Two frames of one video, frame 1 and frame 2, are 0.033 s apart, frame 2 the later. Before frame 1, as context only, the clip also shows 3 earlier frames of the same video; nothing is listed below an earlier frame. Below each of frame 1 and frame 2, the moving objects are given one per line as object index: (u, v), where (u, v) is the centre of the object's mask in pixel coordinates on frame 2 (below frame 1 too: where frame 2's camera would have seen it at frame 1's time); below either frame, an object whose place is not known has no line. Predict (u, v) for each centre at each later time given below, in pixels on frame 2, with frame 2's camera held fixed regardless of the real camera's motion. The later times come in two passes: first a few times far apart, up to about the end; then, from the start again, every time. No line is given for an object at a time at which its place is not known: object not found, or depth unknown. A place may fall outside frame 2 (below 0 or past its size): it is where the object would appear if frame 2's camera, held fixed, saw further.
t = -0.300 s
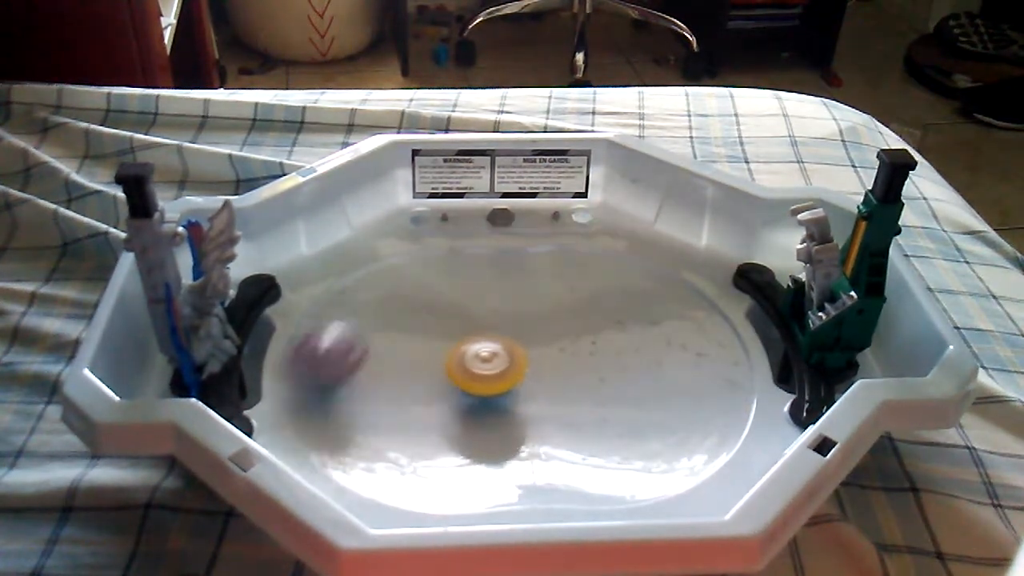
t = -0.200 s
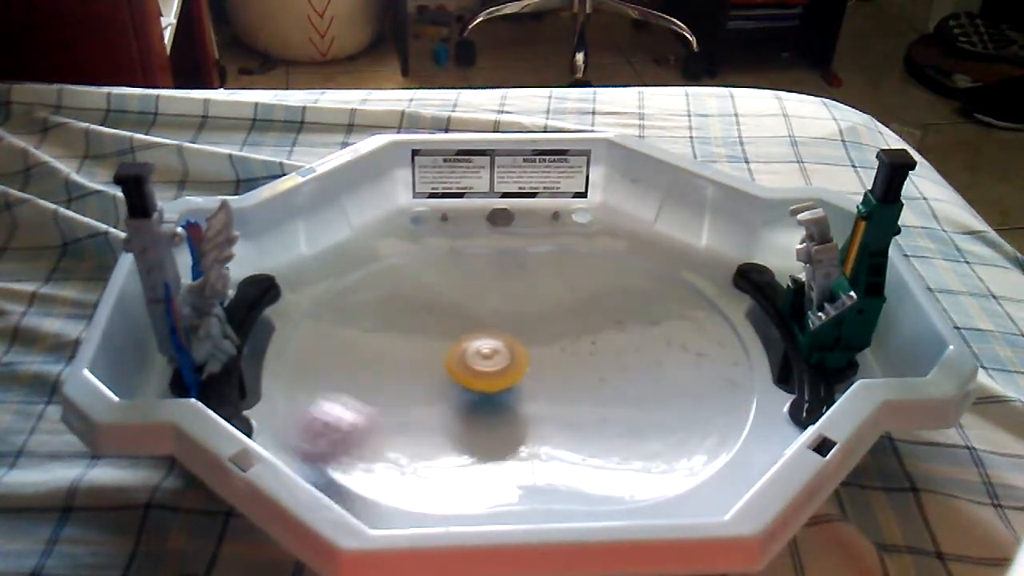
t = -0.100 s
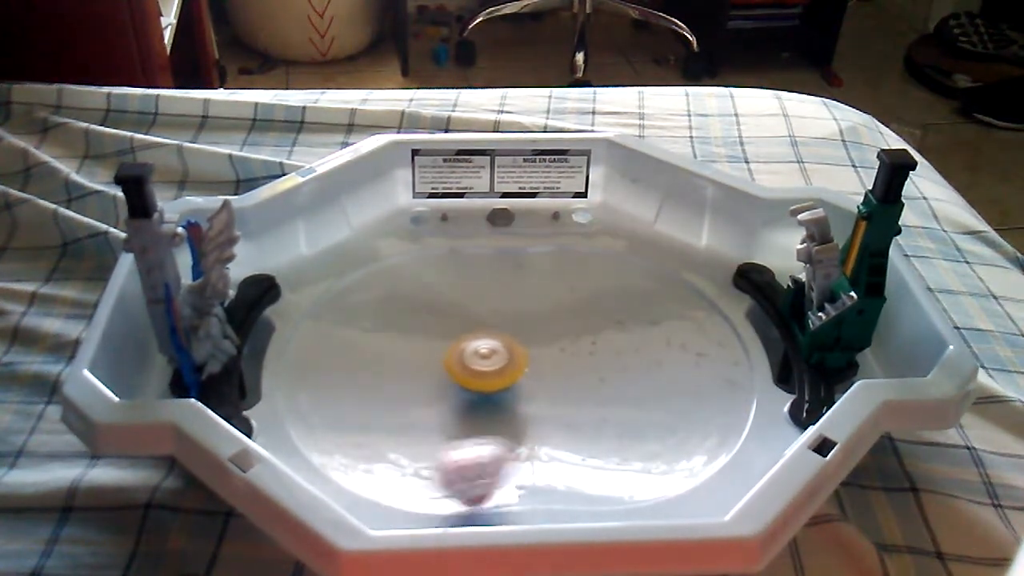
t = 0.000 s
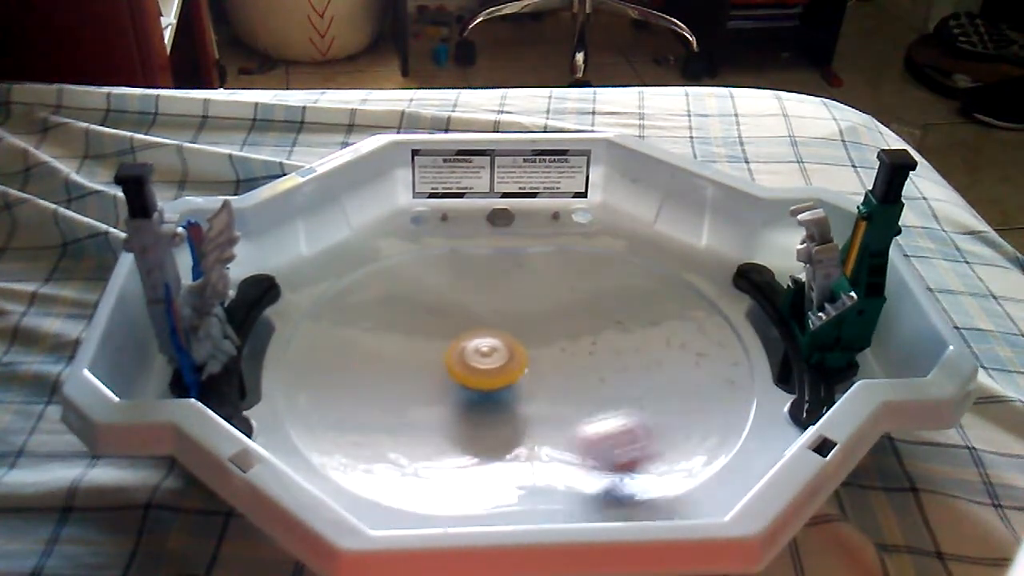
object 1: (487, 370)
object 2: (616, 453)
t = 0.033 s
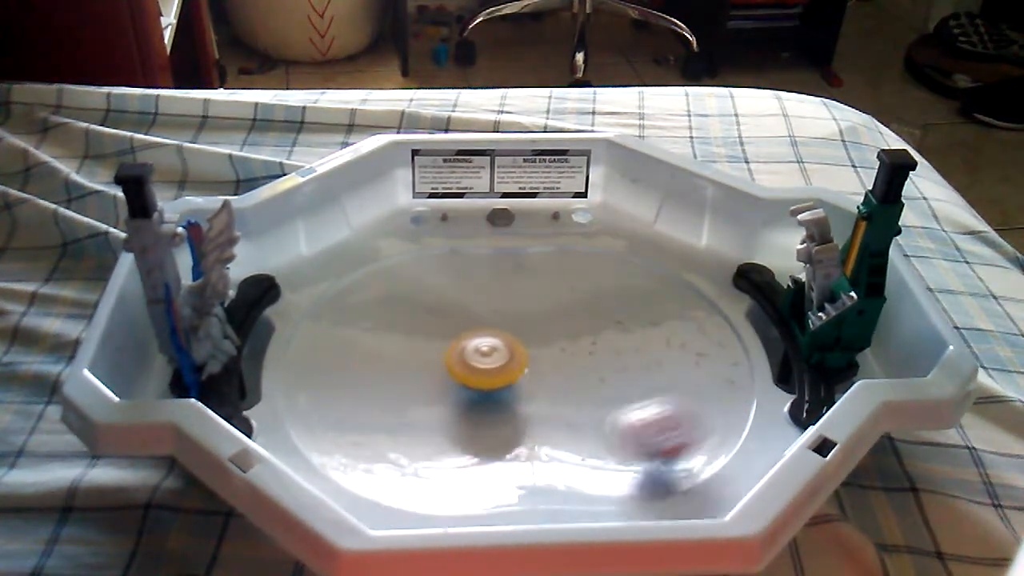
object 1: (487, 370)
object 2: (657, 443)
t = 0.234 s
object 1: (488, 377)
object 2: (719, 324)
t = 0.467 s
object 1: (494, 379)
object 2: (468, 296)
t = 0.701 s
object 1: (501, 382)
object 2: (310, 408)
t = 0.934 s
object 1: (510, 383)
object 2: (579, 456)
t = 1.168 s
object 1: (510, 384)
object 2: (659, 344)
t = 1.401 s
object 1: (497, 382)
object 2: (427, 270)
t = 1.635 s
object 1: (495, 380)
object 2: (295, 379)
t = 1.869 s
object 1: (494, 381)
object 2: (499, 453)
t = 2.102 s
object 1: (490, 378)
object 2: (622, 342)
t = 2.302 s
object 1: (489, 375)
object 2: (499, 248)
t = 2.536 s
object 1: (488, 374)
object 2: (303, 305)
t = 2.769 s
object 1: (486, 373)
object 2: (396, 444)
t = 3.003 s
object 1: (486, 372)
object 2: (656, 406)
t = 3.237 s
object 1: (487, 374)
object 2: (653, 283)
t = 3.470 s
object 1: (489, 378)
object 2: (455, 258)
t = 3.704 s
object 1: (491, 382)
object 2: (350, 378)
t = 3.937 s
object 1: (493, 378)
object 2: (522, 464)
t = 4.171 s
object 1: (496, 379)
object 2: (722, 409)
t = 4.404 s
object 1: (495, 379)
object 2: (619, 298)
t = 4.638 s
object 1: (493, 378)
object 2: (412, 304)
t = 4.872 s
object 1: (492, 377)
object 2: (299, 393)
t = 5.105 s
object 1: (491, 376)
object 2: (477, 465)
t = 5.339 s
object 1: (489, 376)
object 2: (627, 392)
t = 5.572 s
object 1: (488, 373)
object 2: (527, 292)
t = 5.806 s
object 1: (486, 370)
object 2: (353, 287)
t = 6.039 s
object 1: (486, 370)
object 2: (316, 393)
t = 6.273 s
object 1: (486, 372)
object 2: (508, 442)
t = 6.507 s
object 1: (493, 382)
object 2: (663, 370)
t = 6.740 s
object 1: (499, 382)
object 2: (601, 274)
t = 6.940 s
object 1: (501, 383)
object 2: (462, 283)
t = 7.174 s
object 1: (500, 383)
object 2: (368, 372)
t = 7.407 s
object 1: (496, 380)
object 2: (474, 457)
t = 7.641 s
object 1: (492, 378)
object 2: (659, 431)
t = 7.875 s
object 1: (490, 374)
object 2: (633, 338)
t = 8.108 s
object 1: (487, 374)
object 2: (479, 300)
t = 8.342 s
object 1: (487, 371)
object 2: (336, 338)
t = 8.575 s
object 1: (486, 371)
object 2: (341, 433)
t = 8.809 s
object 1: (486, 370)
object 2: (524, 437)
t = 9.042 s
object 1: (487, 373)
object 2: (614, 360)
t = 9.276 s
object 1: (491, 378)
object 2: (539, 278)
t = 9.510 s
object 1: (498, 380)
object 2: (405, 295)
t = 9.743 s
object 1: (501, 382)
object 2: (377, 387)
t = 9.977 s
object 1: (496, 375)
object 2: (505, 441)
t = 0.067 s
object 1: (487, 370)
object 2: (690, 429)
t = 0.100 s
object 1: (487, 370)
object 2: (716, 412)
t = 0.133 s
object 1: (488, 371)
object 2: (734, 389)
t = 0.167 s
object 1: (488, 373)
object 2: (738, 368)
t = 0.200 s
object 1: (488, 374)
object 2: (733, 351)
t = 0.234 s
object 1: (488, 377)
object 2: (719, 324)
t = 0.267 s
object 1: (489, 377)
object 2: (693, 316)
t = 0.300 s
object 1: (489, 378)
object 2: (661, 304)
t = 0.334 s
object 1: (490, 378)
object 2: (627, 293)
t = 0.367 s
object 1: (491, 379)
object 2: (589, 286)
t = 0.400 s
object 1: (492, 378)
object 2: (548, 285)
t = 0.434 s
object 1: (493, 379)
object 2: (511, 282)
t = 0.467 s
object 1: (494, 379)
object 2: (468, 296)
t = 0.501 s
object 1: (495, 383)
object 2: (427, 300)
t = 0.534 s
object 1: (496, 380)
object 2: (389, 320)
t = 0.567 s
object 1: (498, 380)
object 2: (353, 331)
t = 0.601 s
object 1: (498, 381)
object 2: (323, 342)
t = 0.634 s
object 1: (499, 381)
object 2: (296, 367)
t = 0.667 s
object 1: (500, 381)
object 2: (288, 386)
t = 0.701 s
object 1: (501, 382)
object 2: (310, 408)
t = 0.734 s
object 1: (502, 383)
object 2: (334, 434)
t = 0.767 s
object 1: (504, 384)
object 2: (357, 453)
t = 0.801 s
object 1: (505, 384)
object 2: (403, 465)
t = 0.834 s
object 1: (507, 384)
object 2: (455, 469)
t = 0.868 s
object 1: (508, 383)
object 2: (500, 468)
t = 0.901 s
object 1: (509, 382)
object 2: (533, 463)
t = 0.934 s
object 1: (510, 383)
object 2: (579, 456)
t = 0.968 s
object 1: (511, 384)
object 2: (622, 450)
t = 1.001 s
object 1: (511, 384)
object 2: (652, 445)
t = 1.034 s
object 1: (512, 384)
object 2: (672, 423)
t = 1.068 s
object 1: (512, 384)
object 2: (685, 403)
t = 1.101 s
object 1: (512, 379)
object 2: (687, 380)
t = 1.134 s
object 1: (511, 384)
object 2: (677, 359)
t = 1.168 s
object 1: (510, 384)
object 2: (659, 344)
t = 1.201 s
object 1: (508, 384)
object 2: (636, 330)
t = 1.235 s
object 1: (506, 379)
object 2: (607, 312)
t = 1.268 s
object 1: (504, 384)
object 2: (577, 291)
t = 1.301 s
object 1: (503, 384)
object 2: (541, 280)
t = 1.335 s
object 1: (501, 383)
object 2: (505, 270)
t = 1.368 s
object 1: (498, 381)
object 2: (466, 265)
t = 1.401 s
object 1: (497, 382)
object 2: (427, 270)
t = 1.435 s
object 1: (495, 381)
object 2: (392, 264)
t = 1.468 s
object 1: (495, 380)
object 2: (350, 273)
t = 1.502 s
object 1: (495, 380)
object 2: (325, 276)
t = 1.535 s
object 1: (495, 380)
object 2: (310, 301)
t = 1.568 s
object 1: (495, 380)
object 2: (292, 322)
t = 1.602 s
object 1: (495, 380)
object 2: (289, 357)
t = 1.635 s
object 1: (495, 380)
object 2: (295, 379)
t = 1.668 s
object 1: (495, 380)
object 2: (303, 400)
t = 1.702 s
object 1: (495, 380)
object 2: (316, 422)
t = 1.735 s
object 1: (495, 380)
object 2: (343, 442)
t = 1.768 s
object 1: (494, 381)
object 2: (375, 458)
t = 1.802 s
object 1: (494, 381)
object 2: (417, 465)
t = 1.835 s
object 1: (494, 380)
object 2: (463, 462)
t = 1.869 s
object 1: (494, 381)
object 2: (499, 453)
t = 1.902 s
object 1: (492, 381)
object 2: (530, 444)
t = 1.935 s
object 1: (492, 381)
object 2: (567, 430)
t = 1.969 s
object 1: (492, 379)
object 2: (594, 422)
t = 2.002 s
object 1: (491, 379)
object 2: (614, 399)
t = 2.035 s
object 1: (491, 379)
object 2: (626, 379)
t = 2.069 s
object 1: (490, 378)
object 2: (627, 366)
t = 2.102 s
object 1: (490, 378)
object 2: (622, 342)
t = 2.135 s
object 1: (490, 377)
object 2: (613, 321)
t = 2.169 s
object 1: (490, 376)
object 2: (597, 305)
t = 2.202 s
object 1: (489, 376)
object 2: (576, 279)
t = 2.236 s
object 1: (489, 376)
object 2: (552, 268)
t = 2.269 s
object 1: (489, 376)
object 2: (527, 257)
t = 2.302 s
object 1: (489, 375)
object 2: (499, 248)
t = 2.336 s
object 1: (489, 375)
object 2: (464, 241)
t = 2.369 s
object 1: (488, 375)
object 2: (433, 236)
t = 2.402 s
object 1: (488, 374)
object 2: (398, 245)
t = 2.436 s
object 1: (488, 374)
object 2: (368, 254)
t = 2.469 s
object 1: (488, 374)
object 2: (342, 269)
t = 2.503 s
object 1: (488, 374)
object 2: (320, 285)
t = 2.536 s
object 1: (488, 374)
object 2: (303, 305)
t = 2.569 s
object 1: (487, 373)
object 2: (291, 323)
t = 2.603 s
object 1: (486, 373)
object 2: (289, 348)
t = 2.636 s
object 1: (486, 375)
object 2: (292, 373)
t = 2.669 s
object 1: (487, 375)
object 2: (309, 396)
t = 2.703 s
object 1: (487, 375)
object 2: (329, 416)
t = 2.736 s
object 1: (486, 375)
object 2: (357, 432)
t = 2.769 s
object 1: (486, 373)
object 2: (396, 444)
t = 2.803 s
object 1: (486, 372)
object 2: (438, 451)
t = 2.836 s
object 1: (486, 372)
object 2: (479, 449)
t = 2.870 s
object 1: (486, 372)
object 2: (512, 445)
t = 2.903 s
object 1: (486, 372)
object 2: (559, 440)
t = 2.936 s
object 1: (486, 371)
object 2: (599, 431)
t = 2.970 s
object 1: (486, 372)
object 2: (629, 425)
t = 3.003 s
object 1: (486, 372)
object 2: (656, 406)
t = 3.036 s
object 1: (486, 371)
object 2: (673, 389)
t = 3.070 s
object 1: (486, 372)
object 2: (685, 370)
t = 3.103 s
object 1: (486, 372)
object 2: (689, 351)
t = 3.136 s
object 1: (486, 373)
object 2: (687, 332)
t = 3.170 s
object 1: (486, 373)
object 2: (681, 317)
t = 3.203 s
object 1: (487, 374)
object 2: (668, 292)
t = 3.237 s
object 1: (487, 374)
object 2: (653, 283)
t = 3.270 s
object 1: (487, 375)
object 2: (631, 263)
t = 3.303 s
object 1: (487, 375)
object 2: (604, 251)
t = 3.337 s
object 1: (487, 375)
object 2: (577, 245)
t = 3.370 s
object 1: (488, 376)
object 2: (546, 236)
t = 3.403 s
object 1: (488, 377)
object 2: (518, 248)
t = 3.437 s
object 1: (489, 377)
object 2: (487, 256)
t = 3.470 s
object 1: (489, 378)
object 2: (455, 258)
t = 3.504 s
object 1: (489, 378)
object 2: (424, 269)
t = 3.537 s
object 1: (489, 378)
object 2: (398, 285)
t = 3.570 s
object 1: (489, 378)
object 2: (379, 296)
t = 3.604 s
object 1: (490, 379)
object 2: (363, 315)
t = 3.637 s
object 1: (490, 380)
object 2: (354, 334)
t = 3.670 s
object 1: (491, 381)
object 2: (348, 355)
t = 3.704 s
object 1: (491, 382)
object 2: (350, 378)
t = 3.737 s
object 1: (492, 382)
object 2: (358, 397)
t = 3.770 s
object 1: (492, 382)
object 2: (373, 418)
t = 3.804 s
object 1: (492, 383)
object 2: (392, 438)
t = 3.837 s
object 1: (493, 383)
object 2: (418, 453)
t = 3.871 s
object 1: (493, 379)
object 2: (454, 462)
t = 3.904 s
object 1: (494, 383)
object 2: (491, 464)
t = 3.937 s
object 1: (493, 378)
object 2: (522, 464)
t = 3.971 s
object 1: (494, 378)
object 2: (558, 466)
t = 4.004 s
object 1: (494, 378)
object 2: (600, 462)
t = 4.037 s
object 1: (495, 379)
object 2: (636, 457)
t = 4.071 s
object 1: (495, 379)
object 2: (671, 450)
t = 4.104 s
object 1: (495, 380)
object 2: (693, 440)
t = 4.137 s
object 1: (495, 380)
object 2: (713, 422)
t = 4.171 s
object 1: (496, 379)
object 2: (722, 409)
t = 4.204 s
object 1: (496, 380)
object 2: (723, 394)
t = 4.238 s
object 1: (496, 380)
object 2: (721, 370)
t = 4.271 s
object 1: (496, 380)
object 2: (708, 345)
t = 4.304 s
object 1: (496, 380)
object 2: (688, 334)
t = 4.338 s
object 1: (496, 380)
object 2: (669, 320)
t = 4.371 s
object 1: (496, 380)
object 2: (644, 310)
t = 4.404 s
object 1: (495, 379)
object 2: (619, 298)
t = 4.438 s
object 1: (495, 379)
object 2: (590, 295)
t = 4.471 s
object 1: (495, 379)
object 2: (559, 286)
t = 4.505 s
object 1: (495, 379)
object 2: (529, 282)
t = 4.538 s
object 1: (494, 378)
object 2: (502, 281)
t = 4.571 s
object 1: (493, 378)
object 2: (471, 287)
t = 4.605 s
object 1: (493, 378)
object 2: (440, 295)
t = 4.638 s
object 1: (493, 378)
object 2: (412, 304)
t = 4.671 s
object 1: (493, 377)
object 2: (389, 306)
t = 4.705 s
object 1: (493, 377)
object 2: (363, 322)
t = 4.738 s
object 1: (492, 377)
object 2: (342, 333)
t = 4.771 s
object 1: (492, 377)
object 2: (326, 348)
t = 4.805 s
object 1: (492, 377)
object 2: (310, 365)
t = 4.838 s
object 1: (492, 377)
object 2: (303, 379)
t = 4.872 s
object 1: (492, 377)
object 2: (299, 393)
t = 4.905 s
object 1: (492, 377)
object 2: (303, 408)
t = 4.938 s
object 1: (492, 377)
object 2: (323, 425)
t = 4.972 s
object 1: (492, 377)
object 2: (347, 441)
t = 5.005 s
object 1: (491, 377)
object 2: (374, 456)
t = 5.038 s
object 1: (492, 377)
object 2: (405, 466)
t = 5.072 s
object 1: (491, 377)
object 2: (441, 468)
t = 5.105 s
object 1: (491, 376)
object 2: (477, 465)
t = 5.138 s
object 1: (491, 380)
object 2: (505, 458)
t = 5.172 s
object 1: (491, 379)
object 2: (536, 450)
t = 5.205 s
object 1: (491, 379)
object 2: (567, 443)
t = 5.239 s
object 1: (491, 379)
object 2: (596, 432)
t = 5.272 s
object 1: (490, 377)
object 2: (613, 421)
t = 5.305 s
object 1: (489, 377)
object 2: (622, 409)
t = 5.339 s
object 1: (489, 376)
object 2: (627, 392)
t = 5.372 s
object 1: (489, 376)
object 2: (623, 374)
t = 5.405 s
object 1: (489, 375)
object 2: (615, 356)
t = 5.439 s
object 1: (489, 375)
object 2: (603, 343)
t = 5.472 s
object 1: (489, 374)
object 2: (588, 327)
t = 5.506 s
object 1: (488, 374)
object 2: (571, 312)
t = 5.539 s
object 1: (488, 374)
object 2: (549, 296)
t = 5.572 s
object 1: (488, 373)
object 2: (527, 292)
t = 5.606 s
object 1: (488, 373)
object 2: (502, 285)
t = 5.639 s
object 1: (487, 372)
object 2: (478, 280)
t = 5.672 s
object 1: (487, 371)
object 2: (453, 277)
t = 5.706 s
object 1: (486, 371)
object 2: (424, 275)
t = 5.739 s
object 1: (486, 371)
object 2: (398, 272)
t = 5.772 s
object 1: (486, 371)
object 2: (375, 280)
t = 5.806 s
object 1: (486, 370)
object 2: (353, 287)
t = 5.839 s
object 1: (486, 370)
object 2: (332, 301)
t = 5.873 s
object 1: (486, 370)
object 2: (317, 309)
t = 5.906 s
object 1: (486, 369)
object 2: (308, 320)
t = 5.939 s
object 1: (486, 370)
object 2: (302, 335)
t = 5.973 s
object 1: (486, 370)
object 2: (298, 361)
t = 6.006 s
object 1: (486, 370)
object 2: (304, 376)
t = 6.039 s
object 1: (486, 370)
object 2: (316, 393)
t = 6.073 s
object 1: (486, 370)
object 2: (333, 411)
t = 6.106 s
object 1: (486, 370)
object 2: (357, 423)
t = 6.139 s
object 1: (486, 371)
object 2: (383, 435)
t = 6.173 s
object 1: (486, 372)
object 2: (414, 443)
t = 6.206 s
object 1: (487, 372)
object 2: (450, 447)
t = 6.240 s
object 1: (486, 371)
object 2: (480, 445)
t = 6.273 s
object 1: (486, 372)
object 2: (508, 442)
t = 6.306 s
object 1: (486, 375)
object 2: (540, 437)
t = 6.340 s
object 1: (488, 377)
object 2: (574, 431)
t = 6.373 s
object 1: (489, 378)
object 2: (601, 423)
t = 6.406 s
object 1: (489, 380)
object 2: (625, 415)
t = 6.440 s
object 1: (490, 381)
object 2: (641, 402)
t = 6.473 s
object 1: (491, 381)
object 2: (655, 386)
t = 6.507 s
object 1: (493, 382)
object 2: (663, 370)
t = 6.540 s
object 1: (494, 383)
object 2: (666, 352)
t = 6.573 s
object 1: (495, 381)
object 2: (665, 338)
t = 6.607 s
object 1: (495, 381)
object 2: (658, 326)
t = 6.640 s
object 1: (497, 381)
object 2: (651, 314)
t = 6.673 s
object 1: (498, 382)
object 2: (640, 302)
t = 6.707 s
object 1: (498, 382)
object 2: (622, 289)
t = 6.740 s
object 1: (499, 382)
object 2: (601, 274)
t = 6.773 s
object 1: (499, 382)
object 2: (580, 266)
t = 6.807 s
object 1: (500, 382)
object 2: (558, 268)
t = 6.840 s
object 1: (500, 383)
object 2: (534, 264)
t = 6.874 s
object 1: (501, 383)
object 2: (511, 271)
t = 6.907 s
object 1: (501, 384)
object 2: (487, 271)
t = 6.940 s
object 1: (501, 383)
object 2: (462, 283)
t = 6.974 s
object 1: (501, 383)
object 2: (439, 289)
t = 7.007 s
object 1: (501, 383)
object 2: (417, 298)
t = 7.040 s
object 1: (501, 383)
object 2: (400, 309)
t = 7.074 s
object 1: (501, 383)
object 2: (387, 324)
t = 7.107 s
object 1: (501, 383)
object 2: (376, 339)
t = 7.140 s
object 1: (501, 383)
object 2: (370, 355)
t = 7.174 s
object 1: (500, 383)
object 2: (368, 372)
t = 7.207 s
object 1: (499, 382)
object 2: (369, 390)
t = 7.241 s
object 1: (498, 382)
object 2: (375, 400)
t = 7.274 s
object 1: (497, 382)
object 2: (385, 417)
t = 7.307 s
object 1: (496, 382)
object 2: (400, 430)
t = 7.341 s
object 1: (496, 382)
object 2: (423, 443)
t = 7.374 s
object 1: (496, 381)
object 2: (445, 453)
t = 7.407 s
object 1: (496, 380)
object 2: (474, 457)
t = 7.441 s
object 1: (496, 382)
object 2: (499, 456)
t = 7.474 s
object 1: (494, 382)
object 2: (524, 457)
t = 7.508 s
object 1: (494, 379)
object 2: (556, 457)
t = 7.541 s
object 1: (494, 379)
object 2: (588, 455)
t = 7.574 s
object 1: (493, 378)
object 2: (618, 450)
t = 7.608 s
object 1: (493, 379)
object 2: (639, 443)
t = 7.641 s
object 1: (492, 378)
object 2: (659, 431)
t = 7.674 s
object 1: (492, 378)
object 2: (670, 417)
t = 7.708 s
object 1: (491, 378)
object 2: (677, 400)
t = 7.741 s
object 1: (490, 376)
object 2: (677, 385)
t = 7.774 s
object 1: (490, 376)
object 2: (672, 368)
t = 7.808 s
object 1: (490, 375)
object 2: (663, 357)
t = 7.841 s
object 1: (490, 375)
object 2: (647, 343)
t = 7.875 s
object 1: (490, 374)
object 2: (633, 338)
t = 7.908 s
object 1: (489, 373)
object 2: (615, 328)
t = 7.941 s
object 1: (488, 376)
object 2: (595, 320)
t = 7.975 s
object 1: (488, 376)
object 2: (573, 314)
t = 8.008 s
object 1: (488, 375)
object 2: (552, 309)
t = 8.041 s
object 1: (488, 375)
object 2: (527, 304)
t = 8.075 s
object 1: (488, 374)
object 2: (505, 301)
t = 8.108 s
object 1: (487, 374)
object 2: (479, 300)
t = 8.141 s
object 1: (487, 373)
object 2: (456, 299)
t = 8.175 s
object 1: (487, 372)
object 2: (432, 303)
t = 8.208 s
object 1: (486, 373)
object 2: (409, 307)
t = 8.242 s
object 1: (487, 372)
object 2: (387, 313)
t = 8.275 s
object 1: (487, 372)
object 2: (368, 319)
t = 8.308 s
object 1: (487, 372)
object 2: (350, 329)
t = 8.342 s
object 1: (487, 371)
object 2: (336, 338)
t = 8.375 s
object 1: (487, 371)
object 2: (324, 351)
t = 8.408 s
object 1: (487, 371)
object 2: (316, 365)
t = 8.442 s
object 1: (487, 371)
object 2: (310, 380)
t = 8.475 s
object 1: (486, 371)
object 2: (311, 393)
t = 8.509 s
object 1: (486, 371)
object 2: (315, 406)
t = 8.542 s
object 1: (486, 371)
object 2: (327, 419)
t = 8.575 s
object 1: (486, 371)
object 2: (341, 433)
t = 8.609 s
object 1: (486, 371)
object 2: (363, 446)
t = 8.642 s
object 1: (486, 371)
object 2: (390, 450)
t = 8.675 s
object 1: (486, 371)
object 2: (419, 455)
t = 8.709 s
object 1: (486, 370)
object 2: (450, 455)
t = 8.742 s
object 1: (486, 371)
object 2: (477, 450)
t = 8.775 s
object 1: (486, 371)
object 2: (501, 444)
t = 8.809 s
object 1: (486, 370)
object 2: (524, 437)
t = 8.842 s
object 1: (486, 371)
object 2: (548, 429)
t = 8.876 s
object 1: (486, 373)
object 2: (572, 421)
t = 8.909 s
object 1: (487, 373)
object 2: (590, 409)
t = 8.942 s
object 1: (487, 373)
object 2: (603, 397)
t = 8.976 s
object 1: (487, 373)
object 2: (610, 385)
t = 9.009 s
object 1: (487, 373)
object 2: (614, 370)
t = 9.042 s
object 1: (487, 373)
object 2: (614, 360)
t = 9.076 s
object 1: (487, 374)
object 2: (611, 346)
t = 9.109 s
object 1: (488, 375)
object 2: (605, 336)
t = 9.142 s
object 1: (488, 376)
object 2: (597, 318)
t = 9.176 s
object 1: (489, 376)
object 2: (587, 306)
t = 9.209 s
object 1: (489, 377)
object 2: (572, 296)
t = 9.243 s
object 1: (490, 378)
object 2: (556, 285)
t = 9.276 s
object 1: (491, 378)
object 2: (539, 278)
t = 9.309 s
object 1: (491, 377)
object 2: (521, 275)
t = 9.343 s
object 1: (492, 381)
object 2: (503, 274)
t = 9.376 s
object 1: (493, 379)
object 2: (482, 274)
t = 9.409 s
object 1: (494, 381)
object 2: (461, 273)
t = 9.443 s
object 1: (496, 382)
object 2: (442, 275)
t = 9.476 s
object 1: (496, 380)
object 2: (421, 282)
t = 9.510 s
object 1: (498, 380)
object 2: (405, 295)
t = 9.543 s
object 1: (499, 381)
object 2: (392, 306)
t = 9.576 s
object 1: (500, 381)
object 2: (382, 312)
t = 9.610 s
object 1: (500, 381)
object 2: (372, 331)
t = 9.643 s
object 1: (501, 381)
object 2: (368, 346)
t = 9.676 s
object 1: (501, 381)
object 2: (368, 362)
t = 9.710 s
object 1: (501, 382)
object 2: (371, 374)
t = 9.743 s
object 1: (501, 382)
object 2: (377, 387)
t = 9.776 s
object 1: (501, 382)
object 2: (389, 404)
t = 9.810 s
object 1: (499, 382)
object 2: (403, 411)
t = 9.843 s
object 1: (499, 381)
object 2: (419, 421)
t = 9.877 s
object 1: (499, 380)
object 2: (442, 429)
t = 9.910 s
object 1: (499, 378)
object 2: (467, 438)
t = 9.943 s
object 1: (498, 375)
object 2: (489, 441)
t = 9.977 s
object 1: (496, 375)
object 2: (505, 441)
